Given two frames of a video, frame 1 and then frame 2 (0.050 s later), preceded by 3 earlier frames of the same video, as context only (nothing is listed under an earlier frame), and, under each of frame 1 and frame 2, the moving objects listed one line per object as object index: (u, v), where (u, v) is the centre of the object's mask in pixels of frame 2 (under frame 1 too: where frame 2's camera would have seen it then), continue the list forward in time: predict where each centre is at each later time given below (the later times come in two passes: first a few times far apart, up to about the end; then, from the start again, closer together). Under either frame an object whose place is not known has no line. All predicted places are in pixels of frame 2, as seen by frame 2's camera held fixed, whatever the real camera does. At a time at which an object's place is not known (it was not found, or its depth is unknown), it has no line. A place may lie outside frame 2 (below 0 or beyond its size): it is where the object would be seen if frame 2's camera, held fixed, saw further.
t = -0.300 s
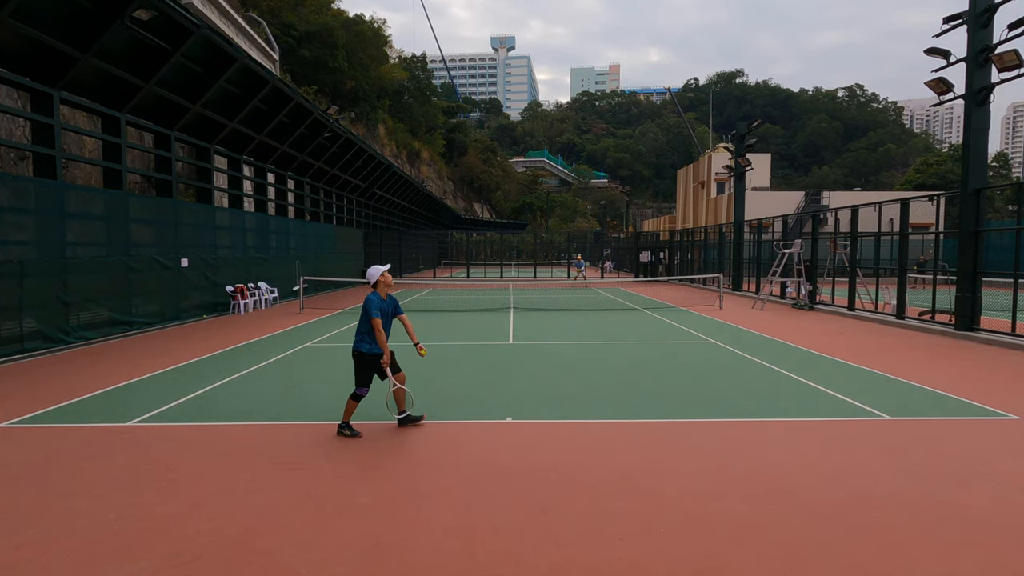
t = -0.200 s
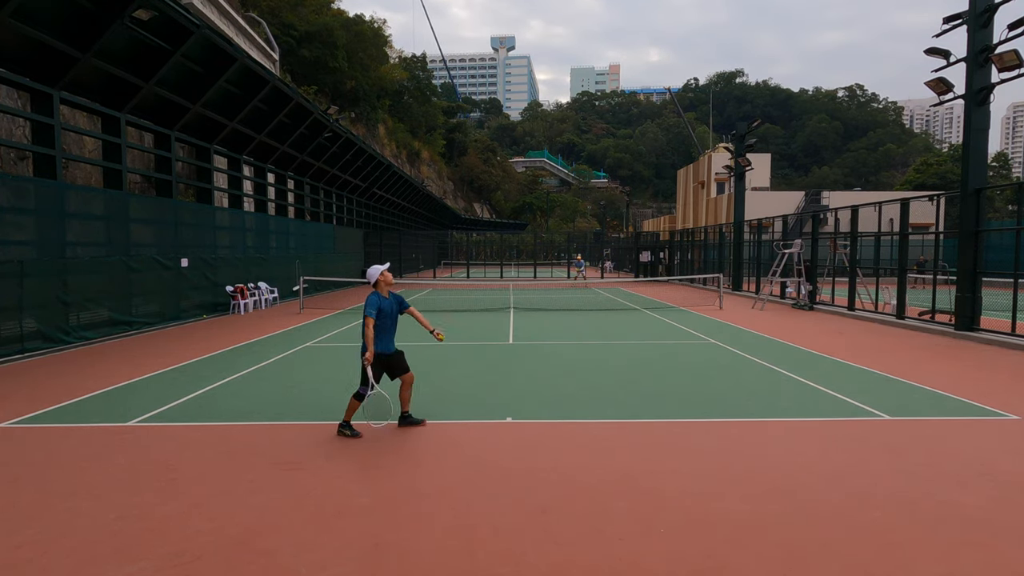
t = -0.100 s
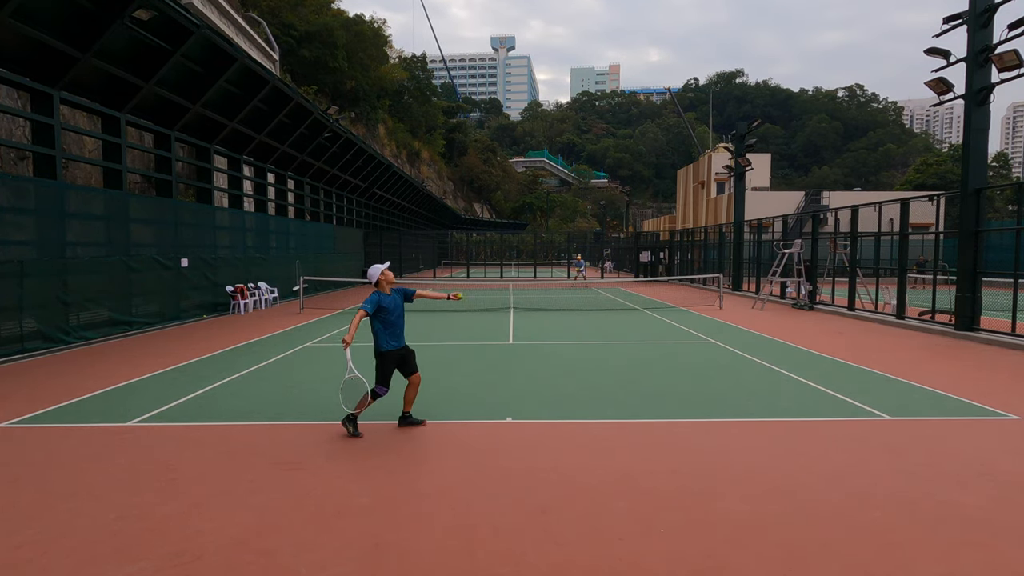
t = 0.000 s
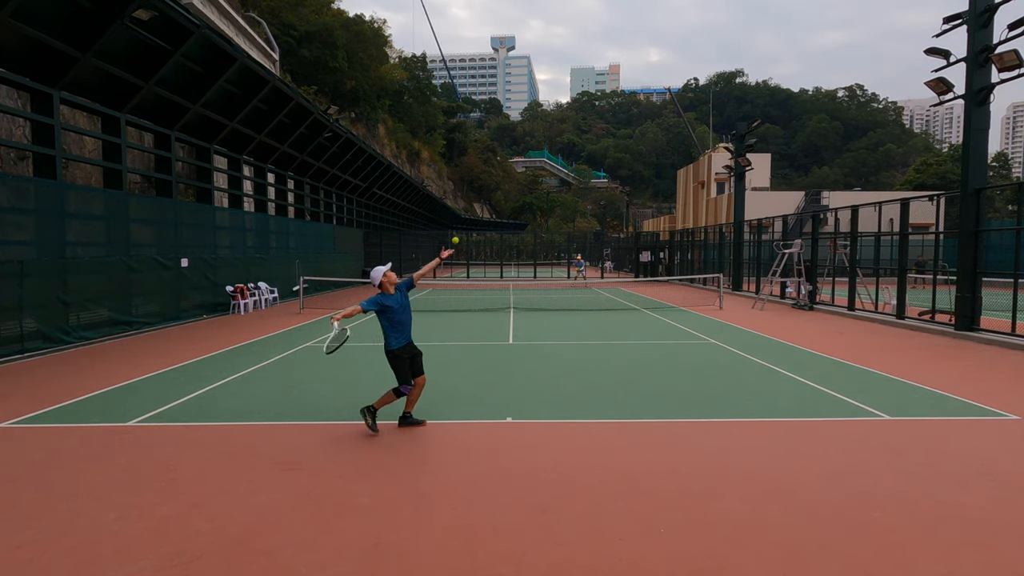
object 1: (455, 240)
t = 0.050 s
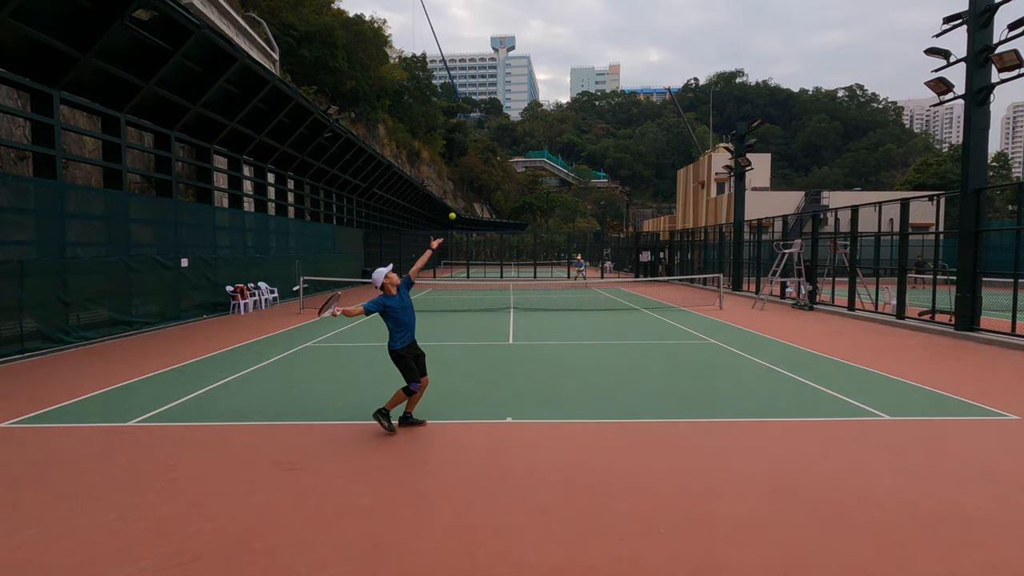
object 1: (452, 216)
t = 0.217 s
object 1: (442, 153)
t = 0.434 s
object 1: (430, 109)
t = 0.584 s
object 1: (421, 104)
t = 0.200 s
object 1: (443, 157)
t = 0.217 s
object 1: (442, 153)
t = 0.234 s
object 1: (441, 148)
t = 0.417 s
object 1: (430, 111)
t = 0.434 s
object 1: (430, 109)
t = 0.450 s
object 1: (429, 107)
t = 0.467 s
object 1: (428, 106)
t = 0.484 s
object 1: (427, 105)
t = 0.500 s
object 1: (426, 104)
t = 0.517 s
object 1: (425, 104)
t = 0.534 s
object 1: (424, 104)
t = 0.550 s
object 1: (423, 104)
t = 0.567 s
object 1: (422, 104)
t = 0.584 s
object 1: (421, 104)
